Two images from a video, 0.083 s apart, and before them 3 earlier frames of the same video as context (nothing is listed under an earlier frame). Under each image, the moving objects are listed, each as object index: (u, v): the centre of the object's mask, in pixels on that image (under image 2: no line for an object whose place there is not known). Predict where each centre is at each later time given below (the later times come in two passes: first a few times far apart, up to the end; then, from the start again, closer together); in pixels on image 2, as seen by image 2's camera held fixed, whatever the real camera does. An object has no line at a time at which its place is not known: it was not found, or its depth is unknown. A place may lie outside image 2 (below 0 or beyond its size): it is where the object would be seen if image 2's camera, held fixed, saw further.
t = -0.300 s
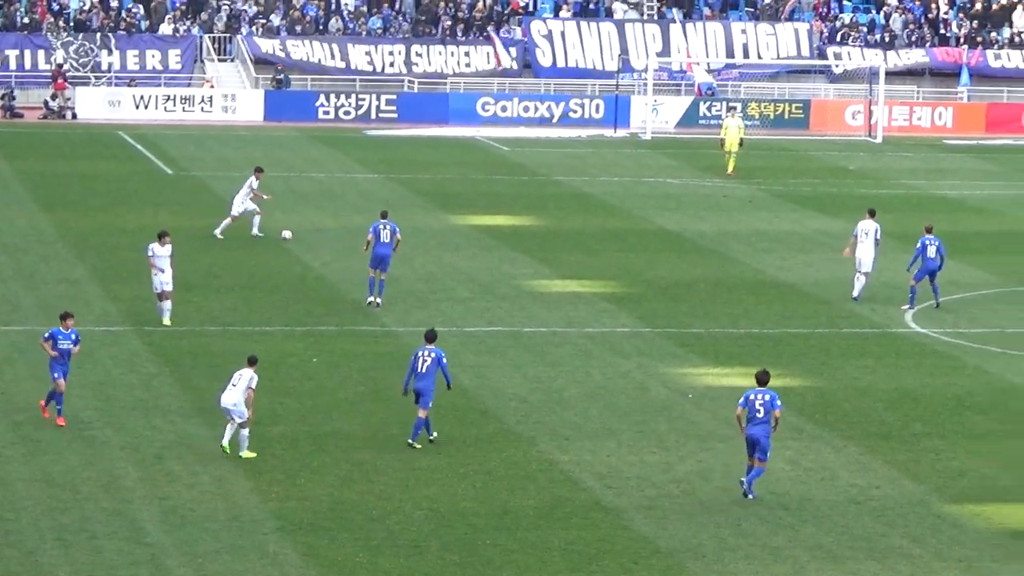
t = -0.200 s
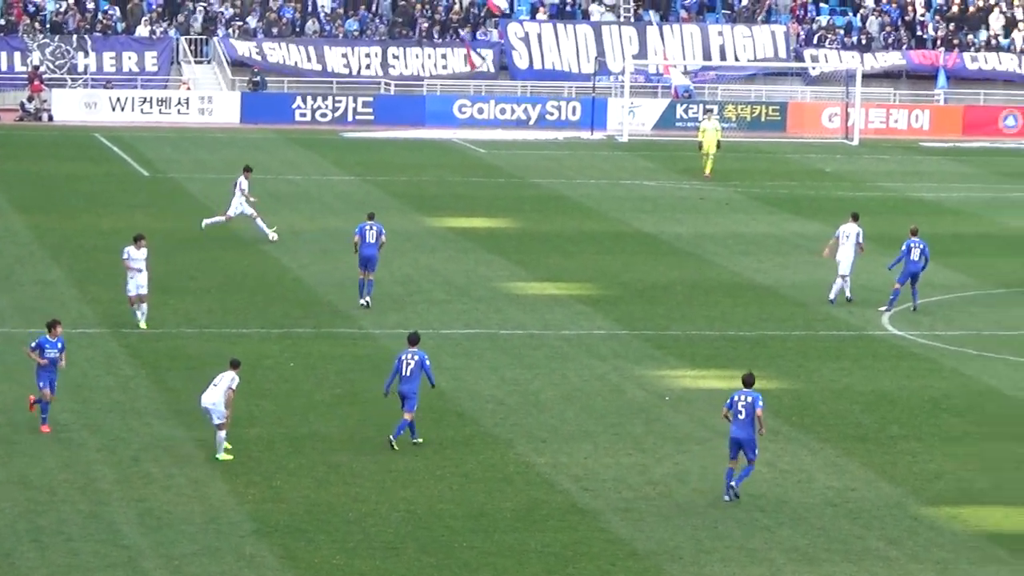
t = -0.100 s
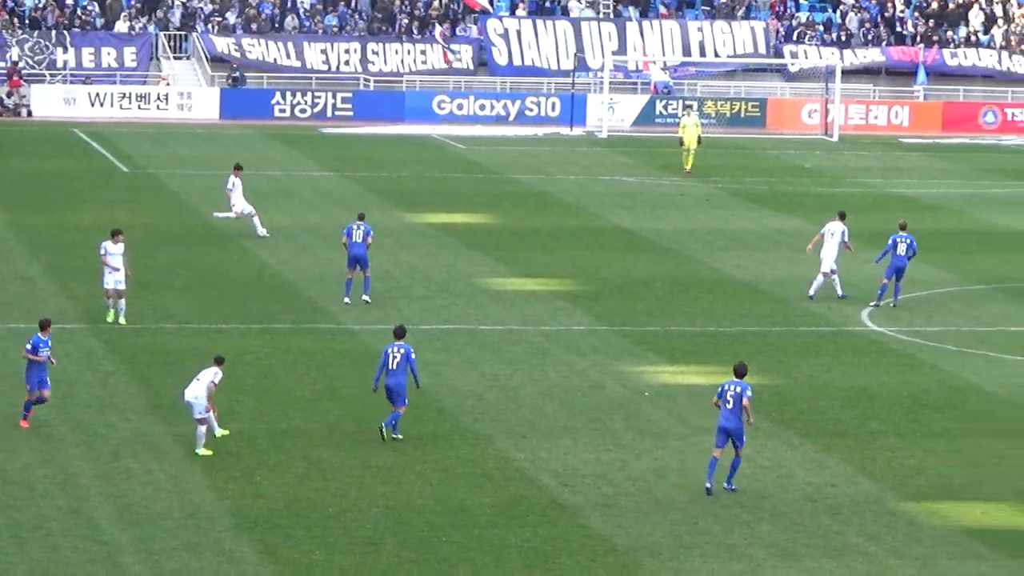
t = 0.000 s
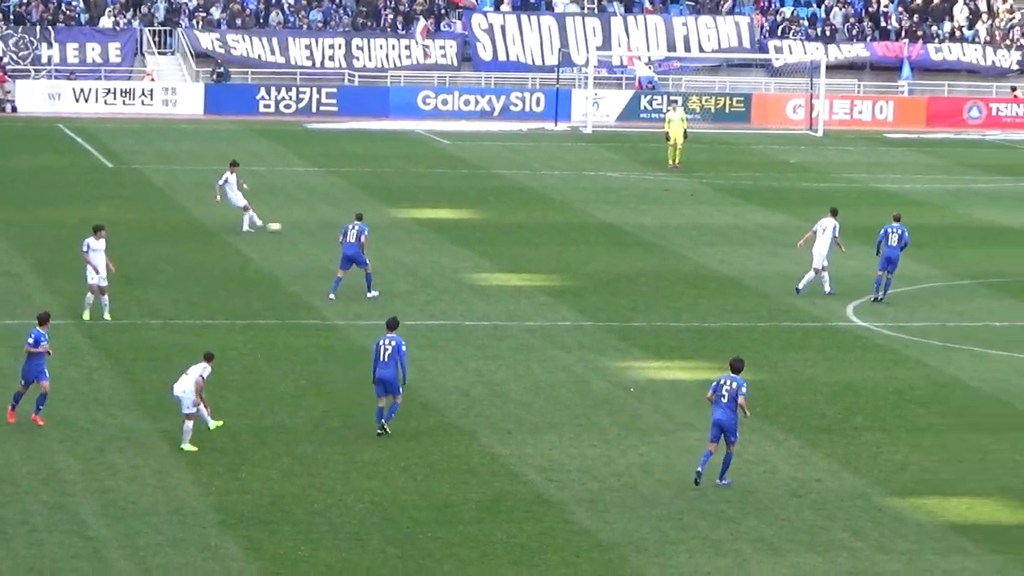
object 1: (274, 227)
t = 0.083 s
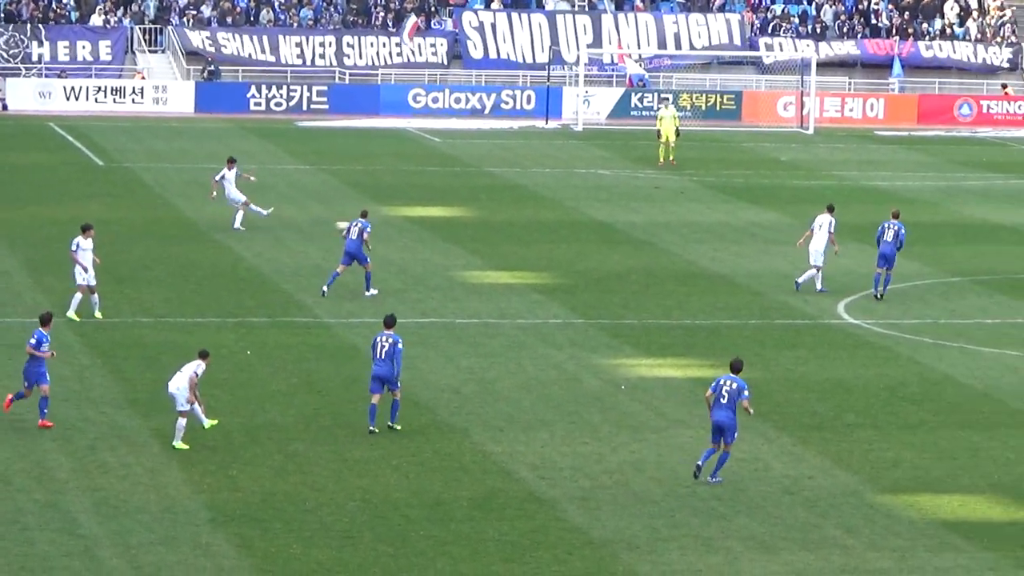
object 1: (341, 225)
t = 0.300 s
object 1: (522, 228)
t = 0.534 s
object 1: (678, 229)
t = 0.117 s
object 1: (378, 227)
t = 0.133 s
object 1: (388, 227)
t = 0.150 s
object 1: (402, 227)
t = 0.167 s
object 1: (417, 227)
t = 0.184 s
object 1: (430, 227)
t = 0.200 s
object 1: (444, 228)
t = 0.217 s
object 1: (457, 228)
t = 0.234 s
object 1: (471, 228)
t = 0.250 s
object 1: (485, 229)
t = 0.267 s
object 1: (498, 229)
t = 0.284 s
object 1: (510, 229)
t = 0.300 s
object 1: (522, 228)
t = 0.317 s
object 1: (535, 228)
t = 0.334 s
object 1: (547, 228)
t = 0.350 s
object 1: (559, 229)
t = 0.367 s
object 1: (571, 229)
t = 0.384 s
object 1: (583, 229)
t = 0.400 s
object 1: (594, 229)
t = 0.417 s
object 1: (605, 229)
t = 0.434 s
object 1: (616, 229)
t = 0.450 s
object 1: (627, 229)
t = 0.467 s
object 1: (637, 229)
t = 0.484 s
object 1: (648, 230)
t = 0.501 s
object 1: (658, 230)
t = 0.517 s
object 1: (668, 229)
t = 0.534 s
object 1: (678, 229)
